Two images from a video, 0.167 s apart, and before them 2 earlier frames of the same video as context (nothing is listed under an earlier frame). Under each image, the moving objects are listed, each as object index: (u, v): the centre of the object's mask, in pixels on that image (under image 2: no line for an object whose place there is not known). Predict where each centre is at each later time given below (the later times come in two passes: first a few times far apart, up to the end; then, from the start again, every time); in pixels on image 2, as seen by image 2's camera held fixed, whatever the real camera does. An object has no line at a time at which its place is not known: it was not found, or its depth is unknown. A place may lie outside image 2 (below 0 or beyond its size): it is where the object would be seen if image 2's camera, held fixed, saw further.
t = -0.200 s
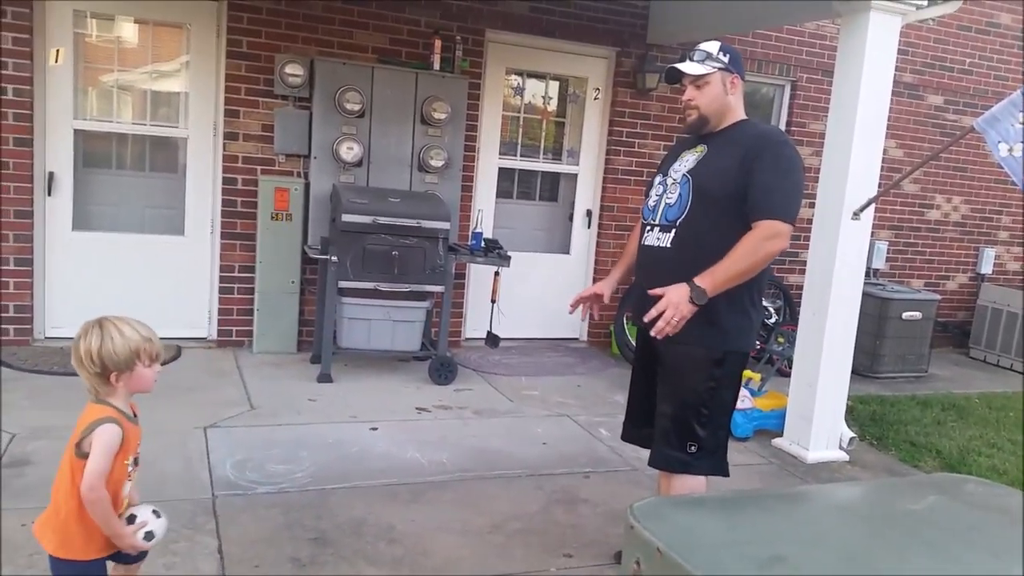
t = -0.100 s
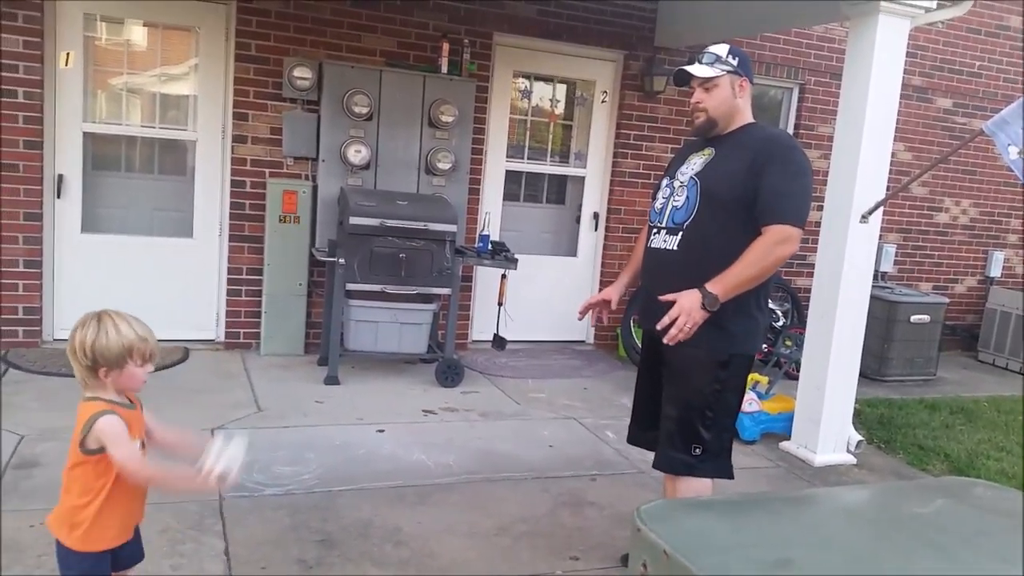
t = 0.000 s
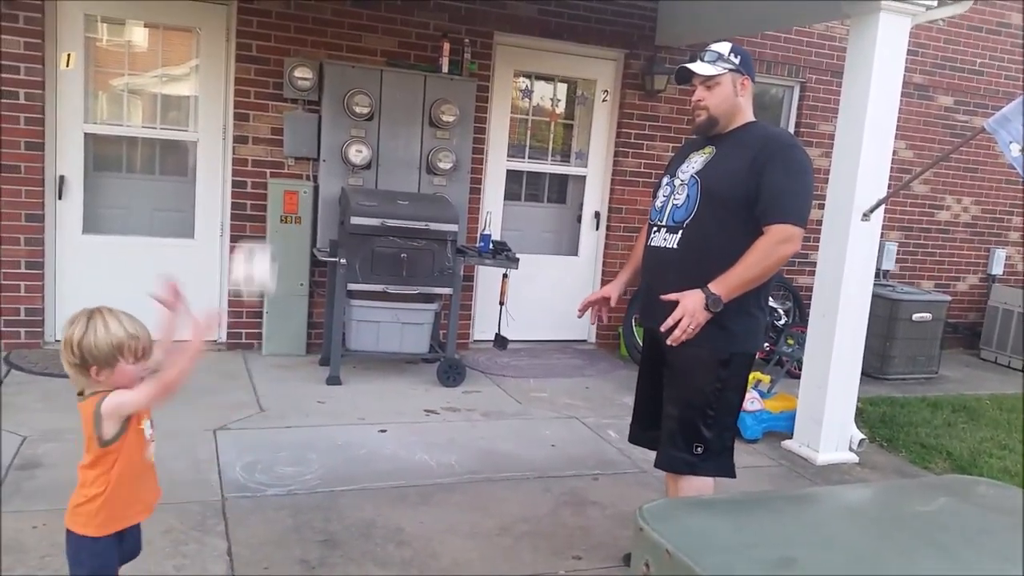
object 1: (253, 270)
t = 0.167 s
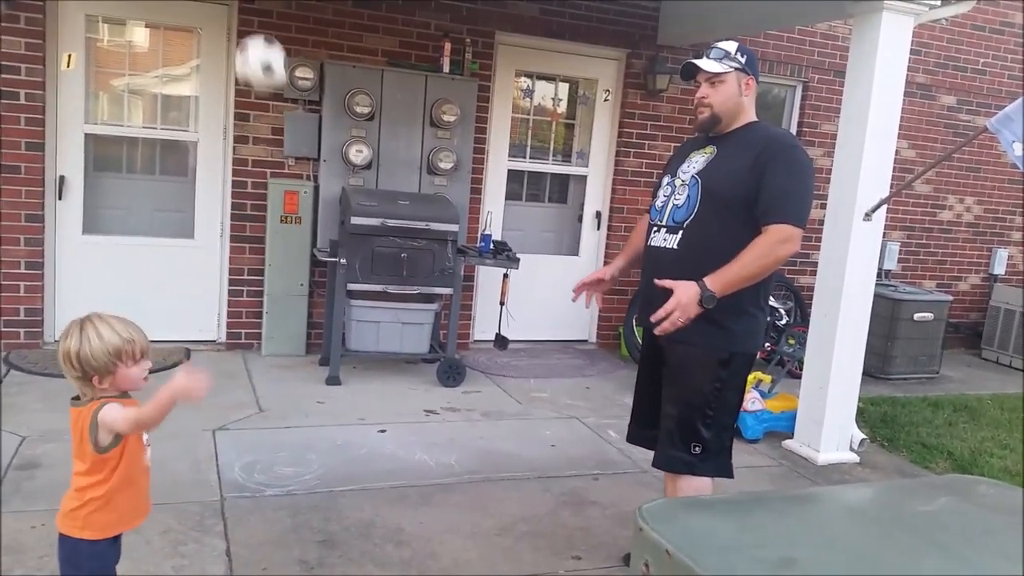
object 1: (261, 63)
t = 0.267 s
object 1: (264, 13)
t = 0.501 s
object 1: (266, 126)
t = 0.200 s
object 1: (262, 42)
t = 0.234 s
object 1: (262, 26)
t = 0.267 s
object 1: (264, 13)
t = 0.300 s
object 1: (265, 12)
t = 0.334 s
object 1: (266, 13)
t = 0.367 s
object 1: (265, 16)
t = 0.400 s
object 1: (266, 41)
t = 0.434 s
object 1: (266, 64)
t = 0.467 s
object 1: (266, 93)
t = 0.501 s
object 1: (266, 126)
